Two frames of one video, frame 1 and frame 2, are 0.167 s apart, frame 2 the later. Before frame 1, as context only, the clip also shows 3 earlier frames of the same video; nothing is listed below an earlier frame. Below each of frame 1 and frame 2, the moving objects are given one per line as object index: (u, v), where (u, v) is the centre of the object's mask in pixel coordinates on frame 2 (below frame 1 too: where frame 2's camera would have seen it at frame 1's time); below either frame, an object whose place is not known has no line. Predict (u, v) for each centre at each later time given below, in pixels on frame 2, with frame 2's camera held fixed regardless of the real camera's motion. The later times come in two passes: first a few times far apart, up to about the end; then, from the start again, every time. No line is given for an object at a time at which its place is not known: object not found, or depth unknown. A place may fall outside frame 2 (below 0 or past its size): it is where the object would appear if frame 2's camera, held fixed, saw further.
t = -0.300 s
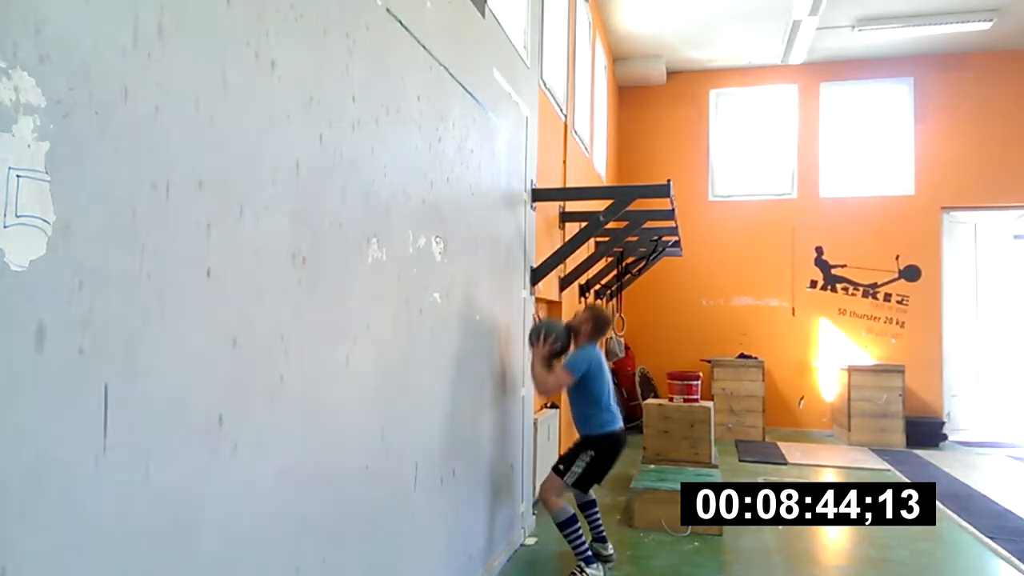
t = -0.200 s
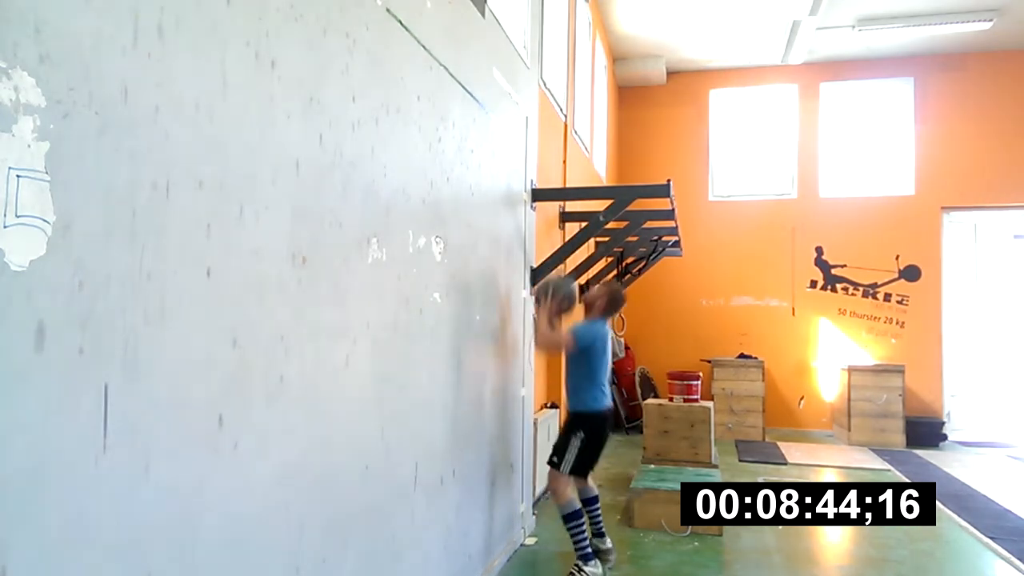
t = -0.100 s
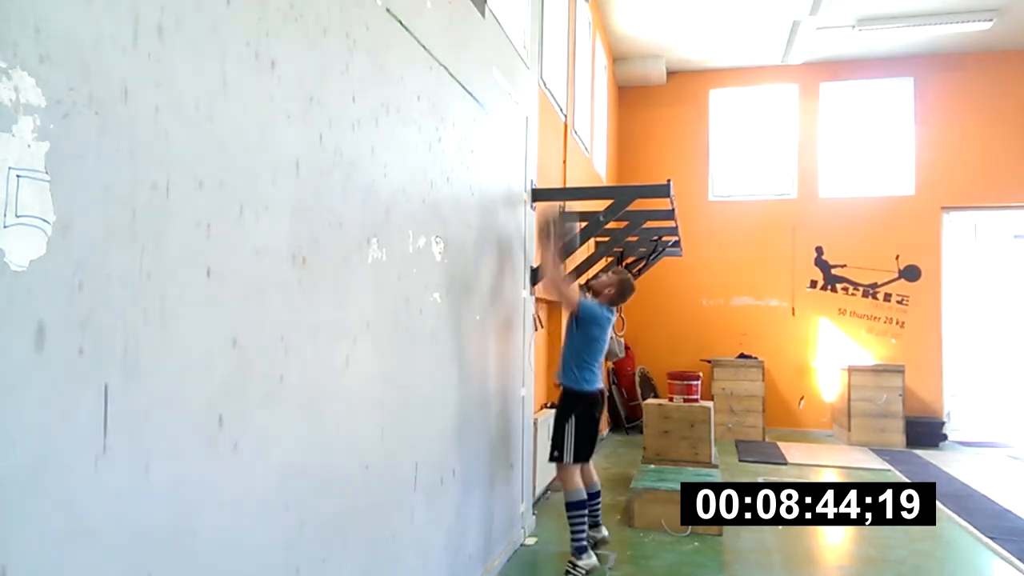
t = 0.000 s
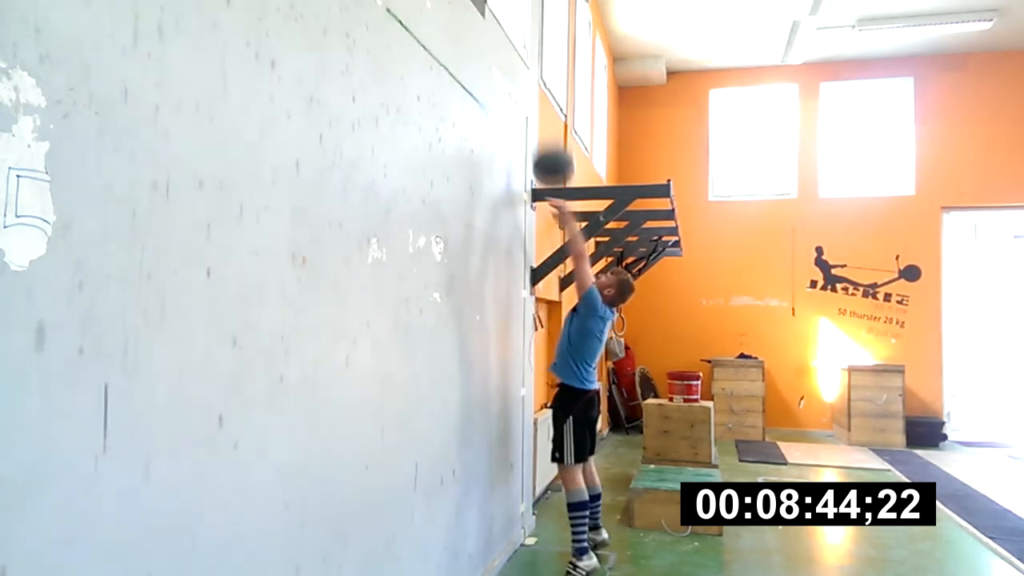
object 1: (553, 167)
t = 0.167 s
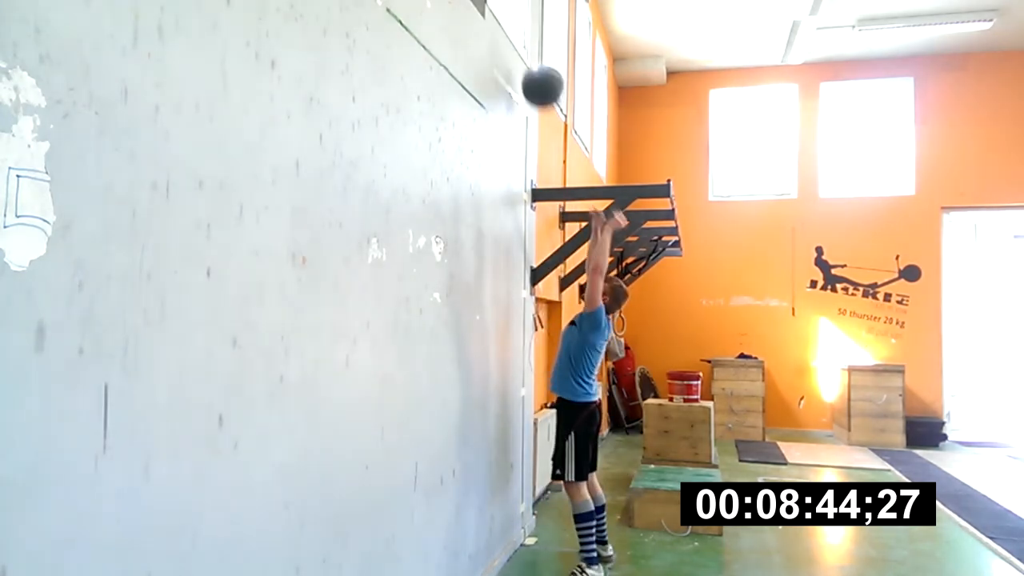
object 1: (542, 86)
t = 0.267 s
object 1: (536, 61)
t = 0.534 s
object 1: (541, 76)
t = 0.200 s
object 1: (540, 76)
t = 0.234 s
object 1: (538, 67)
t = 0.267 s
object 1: (536, 61)
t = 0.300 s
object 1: (533, 57)
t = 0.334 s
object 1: (531, 54)
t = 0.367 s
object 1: (532, 54)
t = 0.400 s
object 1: (533, 54)
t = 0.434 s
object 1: (535, 57)
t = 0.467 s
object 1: (537, 61)
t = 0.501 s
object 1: (539, 68)
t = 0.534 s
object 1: (541, 76)
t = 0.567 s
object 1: (542, 86)
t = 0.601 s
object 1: (544, 98)
